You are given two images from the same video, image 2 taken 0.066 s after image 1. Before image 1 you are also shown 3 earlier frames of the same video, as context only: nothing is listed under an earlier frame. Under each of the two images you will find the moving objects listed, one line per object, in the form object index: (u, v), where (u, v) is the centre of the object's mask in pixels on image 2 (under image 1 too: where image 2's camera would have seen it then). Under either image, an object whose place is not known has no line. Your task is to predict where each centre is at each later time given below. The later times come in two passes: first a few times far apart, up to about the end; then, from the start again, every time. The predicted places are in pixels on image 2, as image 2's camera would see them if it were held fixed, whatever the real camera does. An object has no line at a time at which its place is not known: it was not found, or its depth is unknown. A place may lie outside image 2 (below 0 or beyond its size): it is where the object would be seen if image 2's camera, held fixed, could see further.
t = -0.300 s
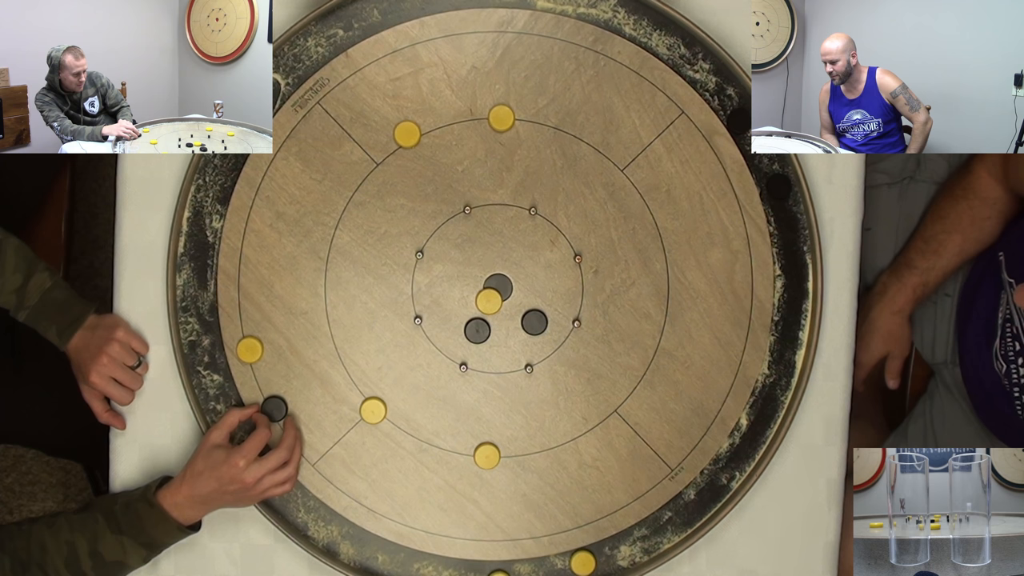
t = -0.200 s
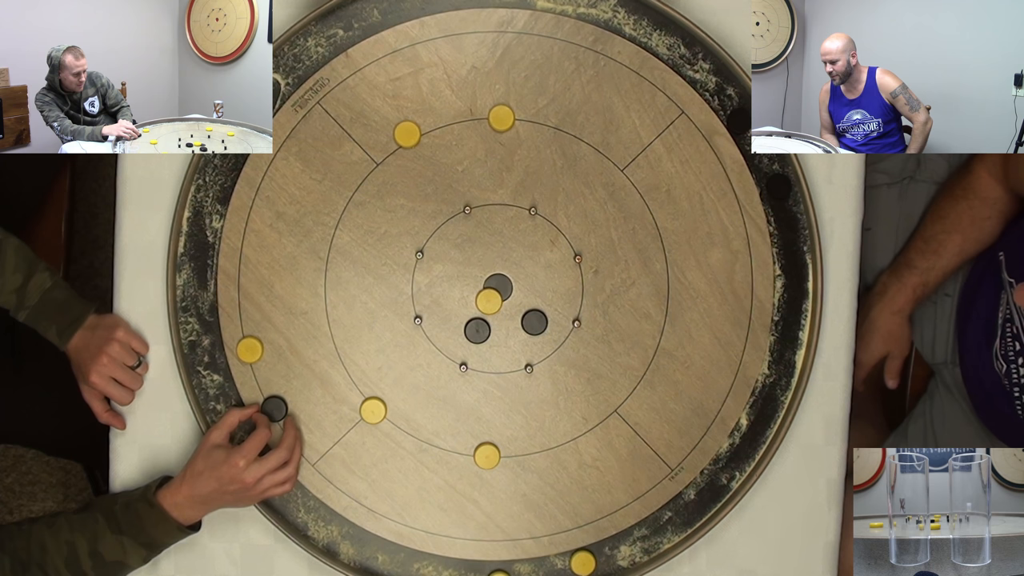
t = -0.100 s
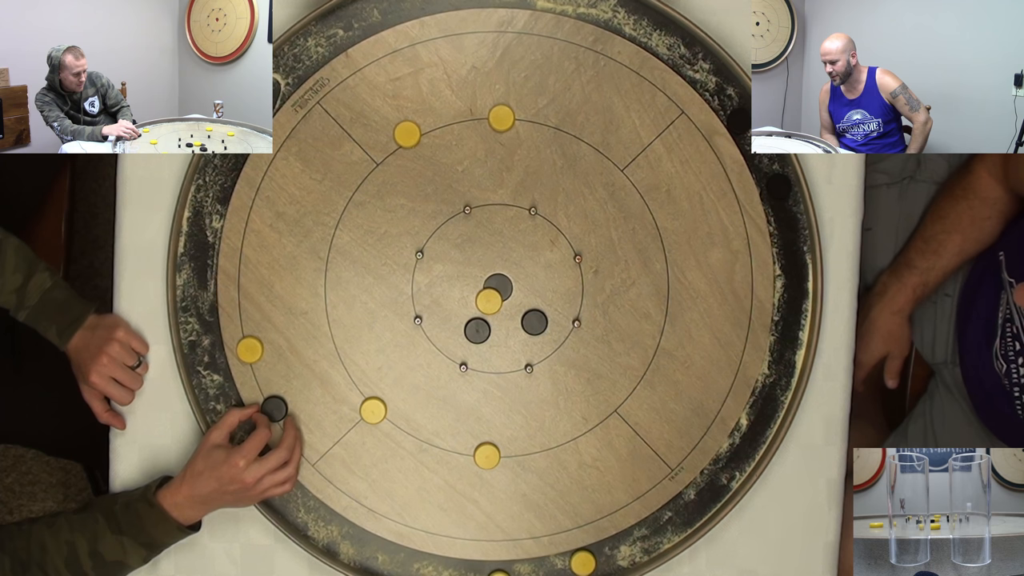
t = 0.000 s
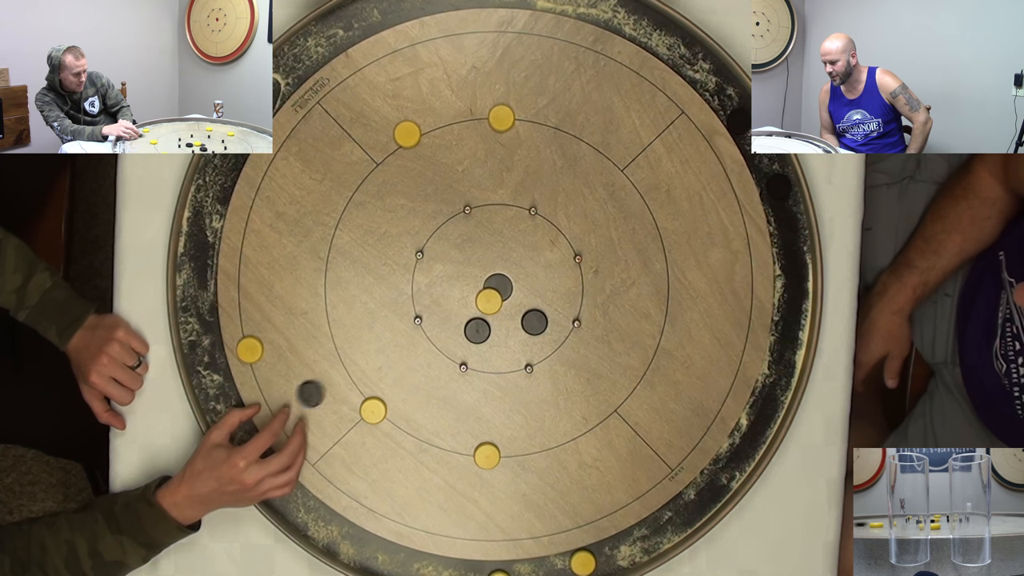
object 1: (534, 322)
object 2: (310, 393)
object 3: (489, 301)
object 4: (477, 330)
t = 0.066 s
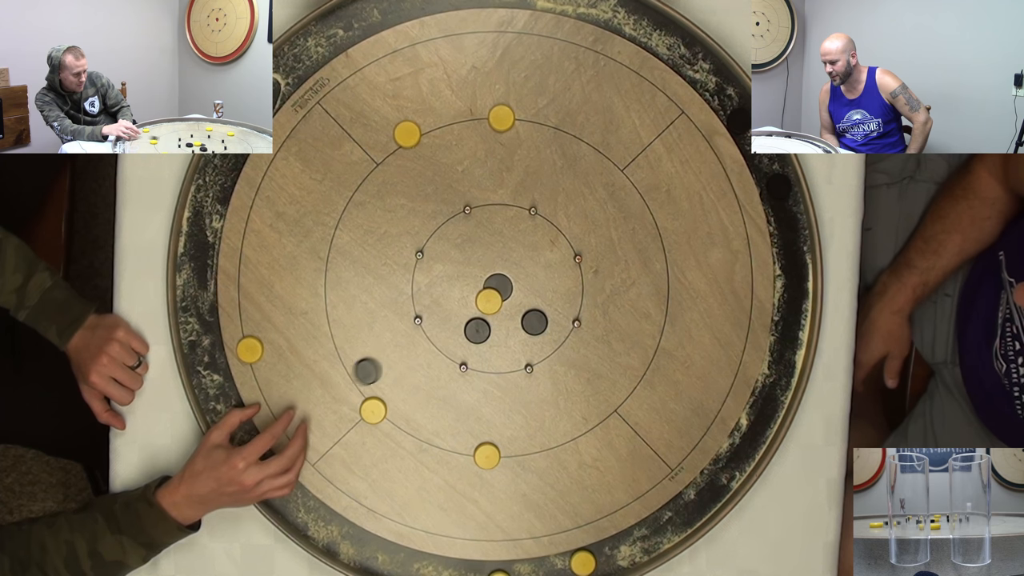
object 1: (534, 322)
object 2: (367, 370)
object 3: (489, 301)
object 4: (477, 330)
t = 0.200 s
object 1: (534, 322)
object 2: (453, 336)
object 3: (490, 296)
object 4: (496, 328)
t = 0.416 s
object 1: (525, 299)
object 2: (456, 334)
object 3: (499, 284)
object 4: (515, 341)
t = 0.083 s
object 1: (534, 322)
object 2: (381, 365)
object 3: (488, 301)
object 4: (477, 330)
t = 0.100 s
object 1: (534, 322)
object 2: (395, 359)
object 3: (488, 301)
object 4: (477, 330)
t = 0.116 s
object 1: (534, 322)
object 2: (409, 354)
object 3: (488, 301)
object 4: (477, 330)
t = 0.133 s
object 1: (534, 322)
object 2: (421, 349)
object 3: (489, 301)
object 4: (477, 330)
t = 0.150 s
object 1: (534, 322)
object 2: (435, 344)
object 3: (489, 301)
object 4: (477, 330)
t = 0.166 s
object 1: (534, 322)
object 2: (448, 338)
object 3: (489, 301)
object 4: (477, 330)
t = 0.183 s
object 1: (534, 322)
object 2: (452, 337)
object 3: (489, 300)
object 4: (486, 327)
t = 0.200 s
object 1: (534, 322)
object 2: (453, 336)
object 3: (490, 296)
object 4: (496, 328)
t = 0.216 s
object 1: (534, 322)
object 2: (454, 335)
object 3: (491, 291)
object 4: (507, 329)
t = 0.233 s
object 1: (541, 320)
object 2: (455, 335)
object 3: (493, 287)
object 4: (509, 331)
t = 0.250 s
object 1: (549, 319)
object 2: (456, 334)
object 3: (494, 284)
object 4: (511, 333)
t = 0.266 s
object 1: (557, 318)
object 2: (456, 334)
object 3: (496, 281)
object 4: (512, 335)
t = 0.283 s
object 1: (557, 316)
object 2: (456, 334)
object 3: (498, 280)
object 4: (512, 337)
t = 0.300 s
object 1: (552, 313)
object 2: (456, 334)
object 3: (499, 279)
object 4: (513, 338)
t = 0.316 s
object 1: (547, 311)
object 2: (456, 334)
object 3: (500, 279)
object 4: (514, 339)
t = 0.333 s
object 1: (543, 308)
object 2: (456, 334)
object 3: (500, 280)
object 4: (514, 340)
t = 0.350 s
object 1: (539, 306)
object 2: (456, 334)
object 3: (499, 280)
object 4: (514, 340)
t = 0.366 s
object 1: (535, 304)
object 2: (456, 334)
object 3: (499, 281)
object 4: (514, 341)
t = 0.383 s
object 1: (531, 303)
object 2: (456, 334)
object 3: (499, 282)
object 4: (515, 341)
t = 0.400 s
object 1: (528, 301)
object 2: (456, 334)
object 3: (499, 283)
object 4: (515, 341)
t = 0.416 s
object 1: (525, 299)
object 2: (456, 334)
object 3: (499, 284)
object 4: (515, 341)
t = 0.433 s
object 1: (522, 298)
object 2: (456, 334)
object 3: (497, 287)
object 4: (515, 341)
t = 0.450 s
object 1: (522, 298)
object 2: (456, 334)
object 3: (497, 287)
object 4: (515, 341)
